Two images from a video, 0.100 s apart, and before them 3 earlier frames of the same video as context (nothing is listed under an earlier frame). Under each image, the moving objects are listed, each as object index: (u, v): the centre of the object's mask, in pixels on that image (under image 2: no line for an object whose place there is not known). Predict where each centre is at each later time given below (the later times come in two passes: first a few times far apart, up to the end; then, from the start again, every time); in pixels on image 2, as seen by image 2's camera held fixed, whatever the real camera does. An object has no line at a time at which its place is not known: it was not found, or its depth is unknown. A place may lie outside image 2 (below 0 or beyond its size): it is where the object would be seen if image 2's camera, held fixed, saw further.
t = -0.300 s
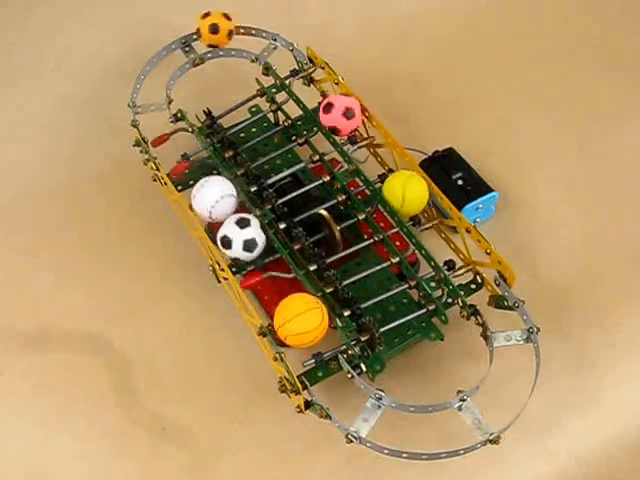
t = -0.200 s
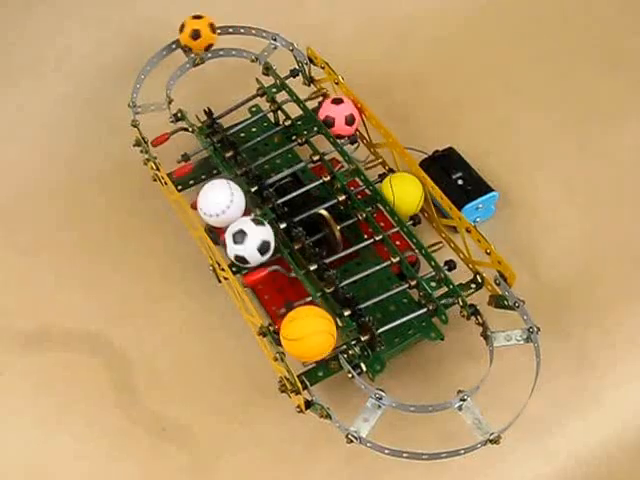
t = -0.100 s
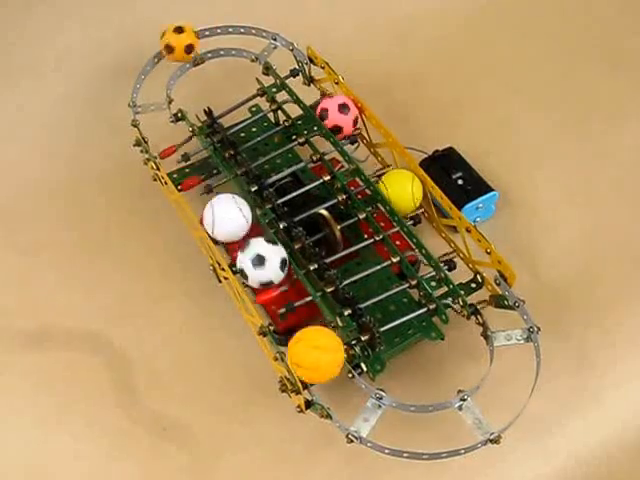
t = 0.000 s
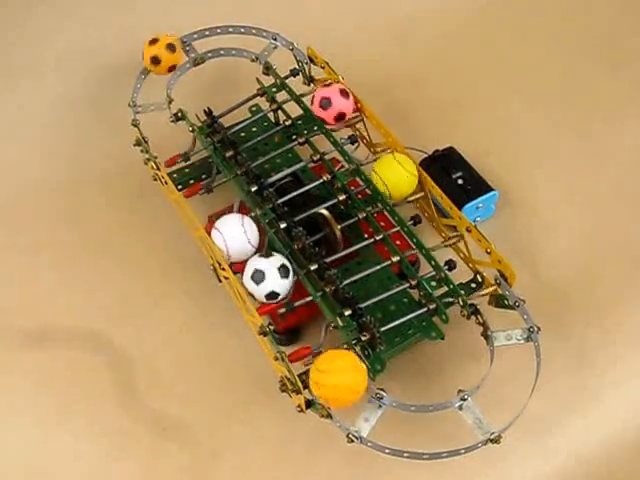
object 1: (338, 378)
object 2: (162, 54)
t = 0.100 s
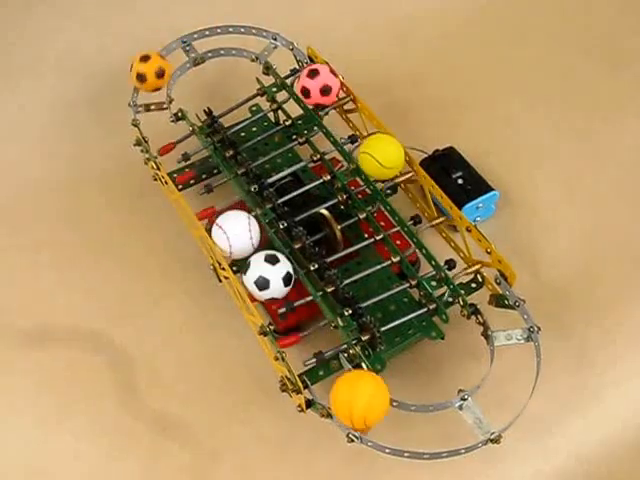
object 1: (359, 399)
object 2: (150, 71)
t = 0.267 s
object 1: (407, 419)
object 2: (152, 108)
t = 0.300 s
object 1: (417, 420)
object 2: (156, 114)
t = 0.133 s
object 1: (368, 404)
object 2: (147, 78)
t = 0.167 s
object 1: (377, 409)
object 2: (147, 86)
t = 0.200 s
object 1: (386, 413)
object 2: (147, 93)
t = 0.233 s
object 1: (396, 417)
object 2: (149, 100)
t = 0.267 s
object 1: (407, 419)
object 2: (152, 108)
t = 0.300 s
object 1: (417, 420)
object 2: (156, 114)
